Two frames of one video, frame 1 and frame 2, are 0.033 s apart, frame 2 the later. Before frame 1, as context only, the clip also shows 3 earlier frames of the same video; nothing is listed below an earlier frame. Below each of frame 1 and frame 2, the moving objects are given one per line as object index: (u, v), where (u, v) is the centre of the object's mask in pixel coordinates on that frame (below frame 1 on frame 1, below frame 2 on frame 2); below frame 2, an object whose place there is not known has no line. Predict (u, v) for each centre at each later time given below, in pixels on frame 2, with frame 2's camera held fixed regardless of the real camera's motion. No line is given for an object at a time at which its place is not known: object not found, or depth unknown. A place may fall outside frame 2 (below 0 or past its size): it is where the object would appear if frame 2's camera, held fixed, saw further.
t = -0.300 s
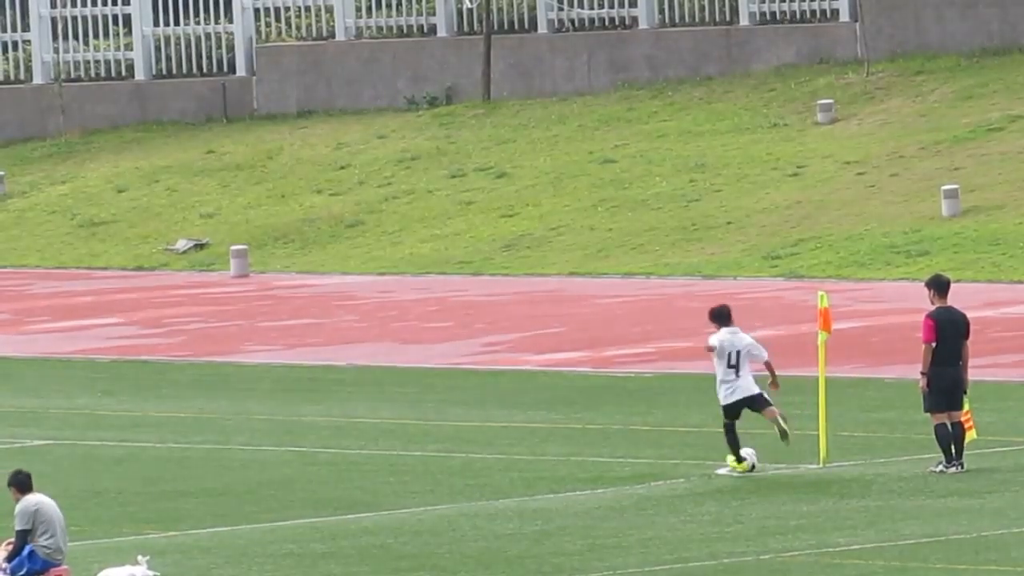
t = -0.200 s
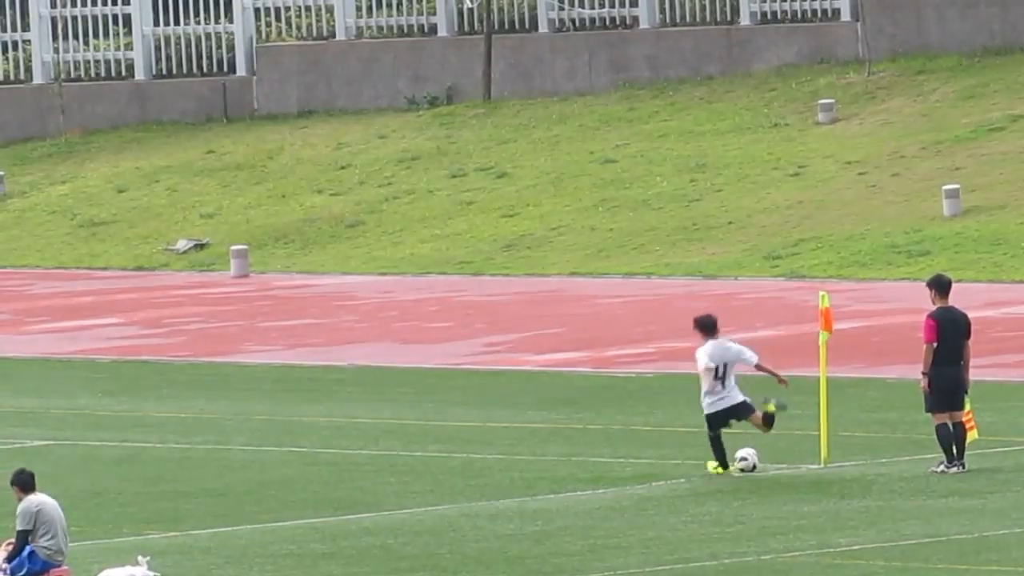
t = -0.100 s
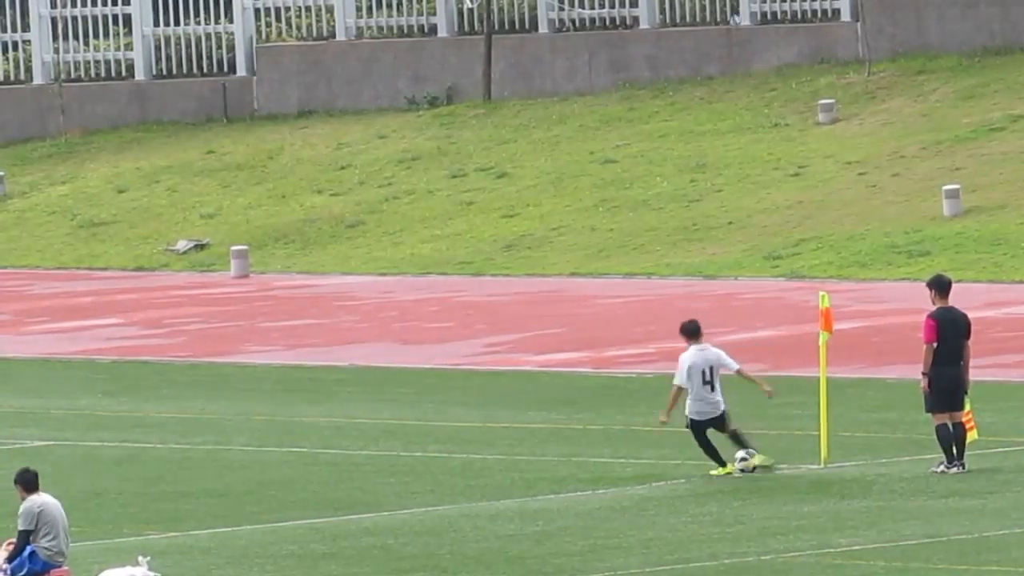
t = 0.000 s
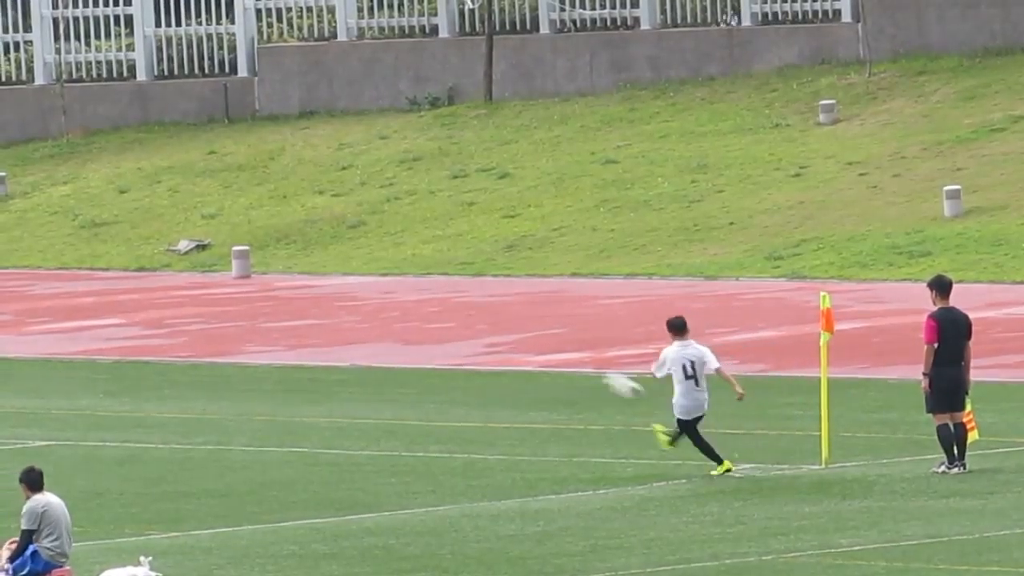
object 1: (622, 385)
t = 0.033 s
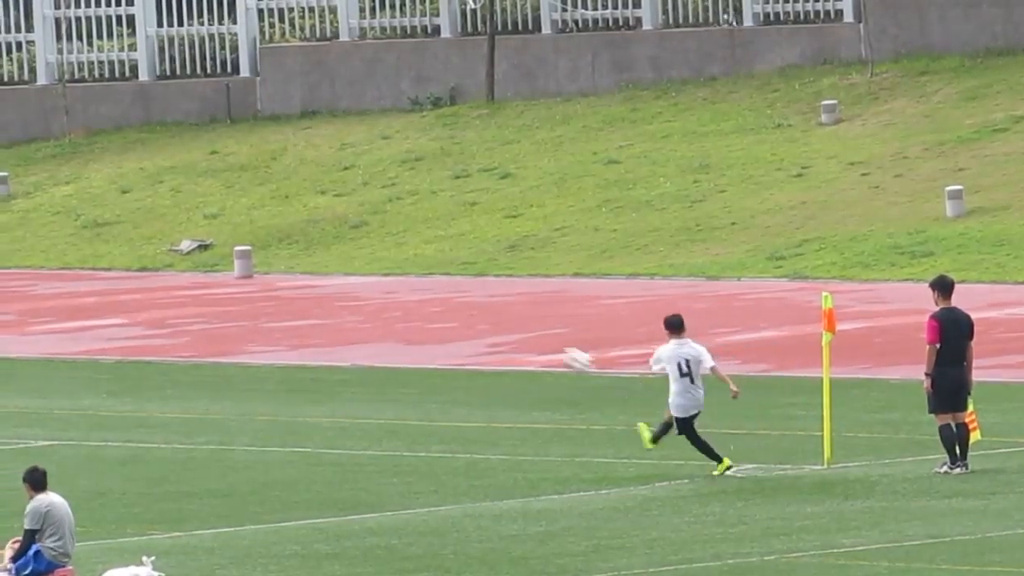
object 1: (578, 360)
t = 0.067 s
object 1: (532, 337)
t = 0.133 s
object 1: (445, 293)
